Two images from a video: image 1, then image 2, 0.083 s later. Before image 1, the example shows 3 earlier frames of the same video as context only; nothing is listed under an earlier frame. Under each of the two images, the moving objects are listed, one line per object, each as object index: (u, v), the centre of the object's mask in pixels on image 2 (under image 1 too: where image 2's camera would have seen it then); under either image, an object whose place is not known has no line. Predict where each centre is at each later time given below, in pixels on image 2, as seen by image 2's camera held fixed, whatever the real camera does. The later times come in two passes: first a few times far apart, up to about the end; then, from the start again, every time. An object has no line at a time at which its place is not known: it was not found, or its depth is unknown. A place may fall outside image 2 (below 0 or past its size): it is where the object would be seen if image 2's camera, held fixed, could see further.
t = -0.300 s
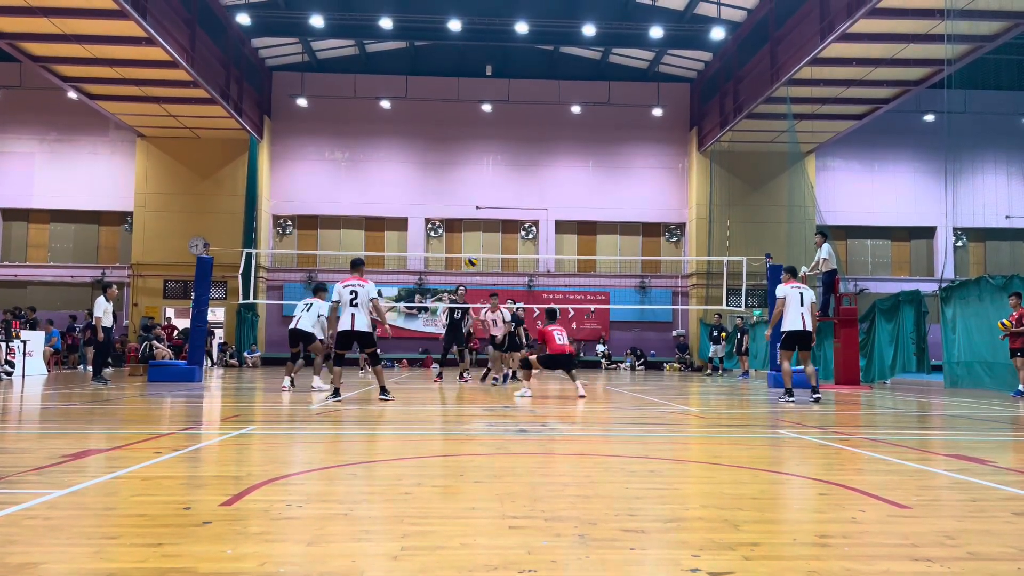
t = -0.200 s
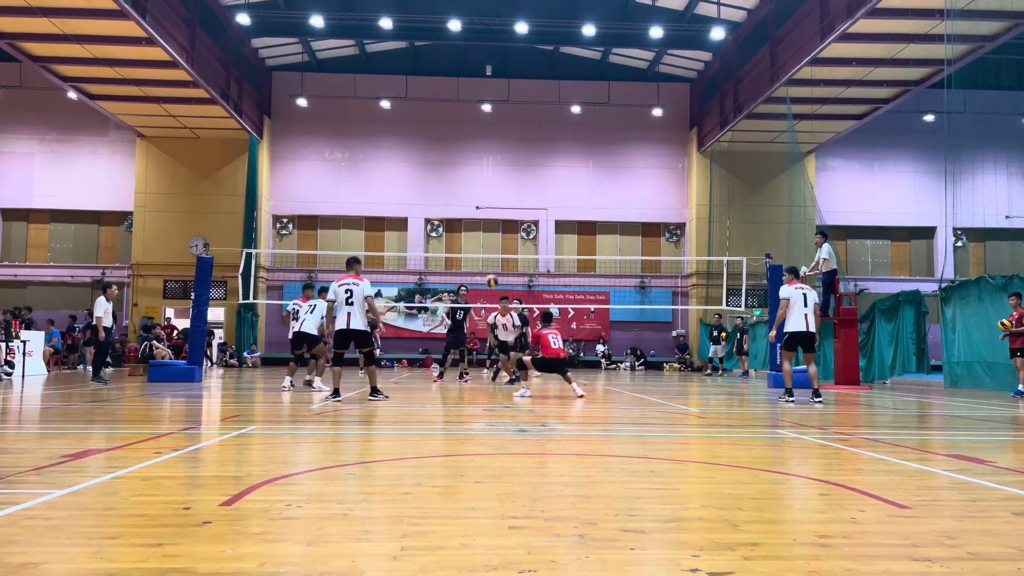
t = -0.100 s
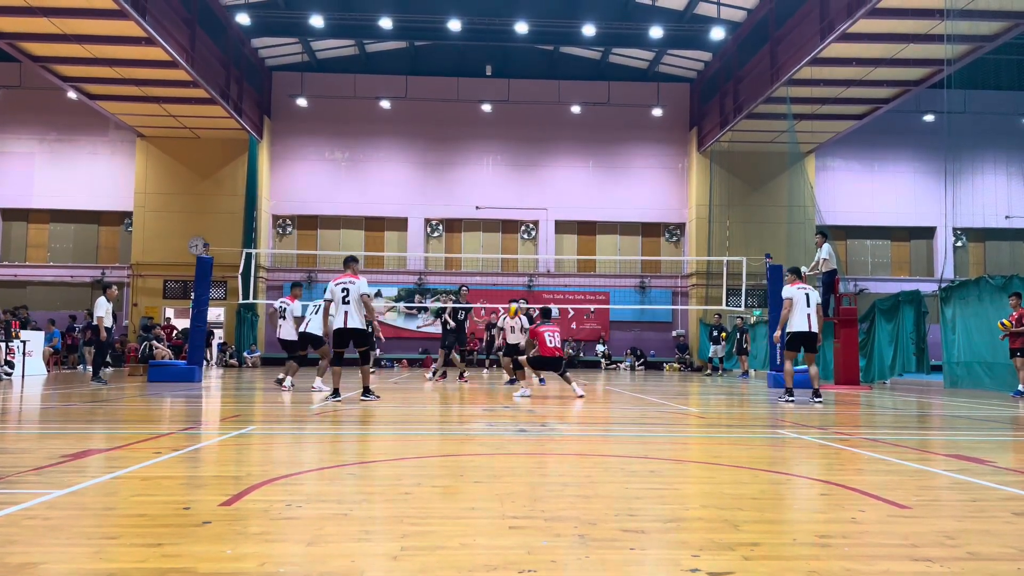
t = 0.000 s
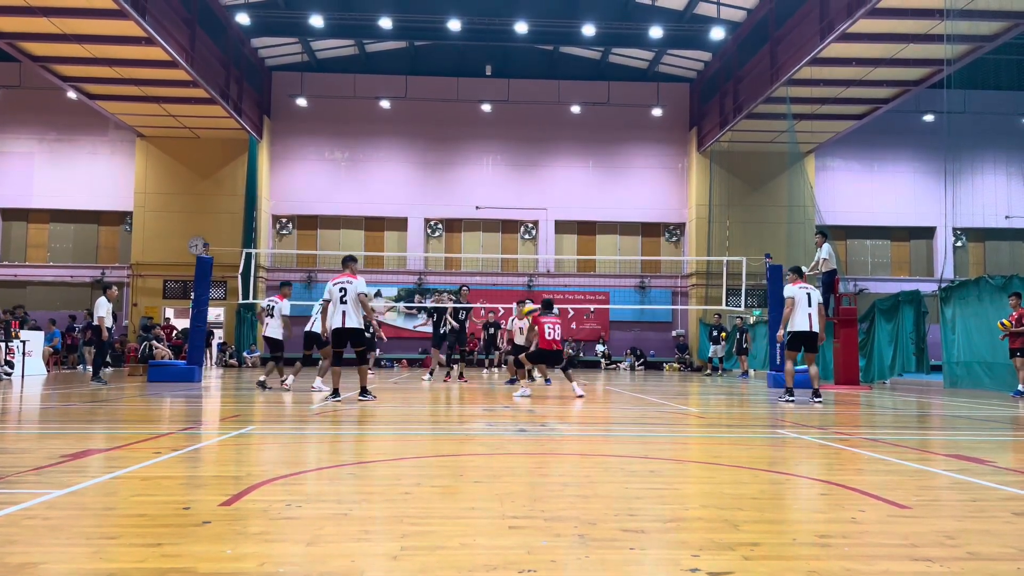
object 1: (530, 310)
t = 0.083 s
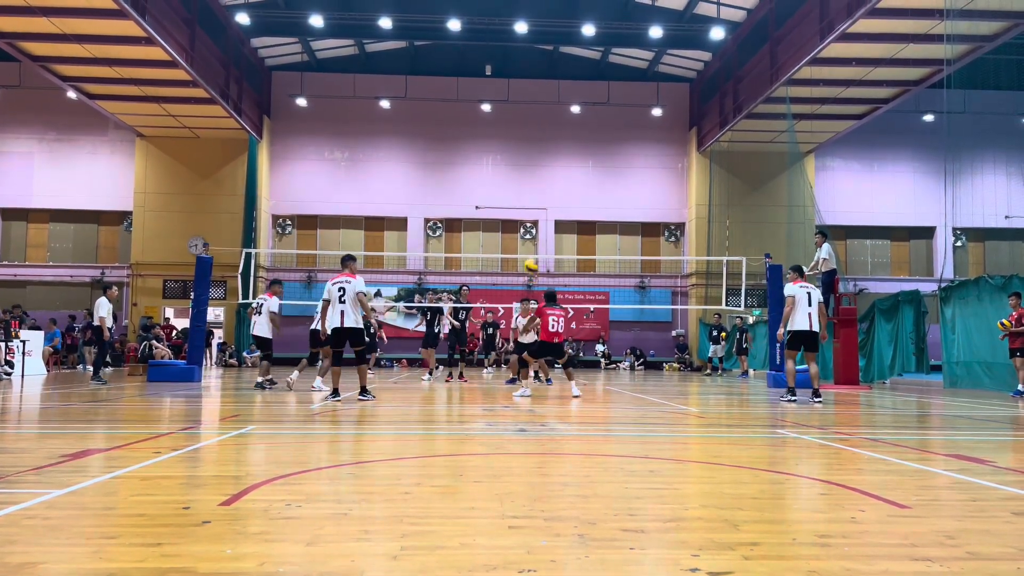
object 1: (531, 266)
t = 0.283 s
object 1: (534, 188)
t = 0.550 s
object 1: (536, 132)
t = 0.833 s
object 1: (537, 123)
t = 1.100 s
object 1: (537, 156)
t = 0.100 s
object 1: (531, 258)
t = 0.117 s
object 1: (532, 250)
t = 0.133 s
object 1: (532, 244)
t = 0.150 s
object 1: (532, 237)
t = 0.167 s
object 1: (532, 229)
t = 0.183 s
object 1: (532, 224)
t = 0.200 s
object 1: (532, 216)
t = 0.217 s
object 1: (533, 211)
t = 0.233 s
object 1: (533, 204)
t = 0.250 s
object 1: (534, 199)
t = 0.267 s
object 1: (534, 193)
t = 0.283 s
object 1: (534, 188)
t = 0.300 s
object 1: (534, 182)
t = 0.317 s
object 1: (534, 177)
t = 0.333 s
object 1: (535, 173)
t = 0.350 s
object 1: (535, 168)
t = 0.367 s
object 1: (535, 164)
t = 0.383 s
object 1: (536, 160)
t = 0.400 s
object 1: (535, 157)
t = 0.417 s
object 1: (536, 153)
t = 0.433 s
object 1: (536, 150)
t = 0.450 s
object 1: (536, 147)
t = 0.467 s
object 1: (536, 144)
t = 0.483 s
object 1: (536, 141)
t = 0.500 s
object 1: (536, 138)
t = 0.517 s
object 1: (536, 136)
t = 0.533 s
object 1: (536, 134)
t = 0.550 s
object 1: (536, 132)
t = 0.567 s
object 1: (536, 130)
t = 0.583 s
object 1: (536, 128)
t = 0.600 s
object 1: (537, 126)
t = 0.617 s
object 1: (537, 125)
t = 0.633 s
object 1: (537, 124)
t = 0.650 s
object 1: (537, 123)
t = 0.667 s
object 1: (537, 123)
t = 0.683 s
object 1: (537, 122)
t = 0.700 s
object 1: (537, 121)
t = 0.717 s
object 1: (537, 121)
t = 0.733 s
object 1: (537, 121)
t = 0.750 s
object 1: (537, 121)
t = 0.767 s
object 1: (537, 121)
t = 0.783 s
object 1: (537, 121)
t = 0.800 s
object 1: (537, 122)
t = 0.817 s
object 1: (537, 122)
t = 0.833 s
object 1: (537, 123)
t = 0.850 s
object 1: (537, 124)
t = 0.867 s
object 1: (537, 125)
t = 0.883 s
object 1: (538, 126)
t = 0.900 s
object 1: (537, 128)
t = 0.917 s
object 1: (537, 130)
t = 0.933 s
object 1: (537, 131)
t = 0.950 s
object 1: (537, 133)
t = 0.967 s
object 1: (537, 135)
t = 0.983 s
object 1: (537, 137)
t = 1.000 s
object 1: (537, 140)
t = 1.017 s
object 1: (537, 142)
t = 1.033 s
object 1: (537, 144)
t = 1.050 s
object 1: (537, 147)
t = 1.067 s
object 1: (537, 150)
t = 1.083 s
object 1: (537, 153)
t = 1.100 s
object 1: (537, 156)
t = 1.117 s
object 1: (537, 159)
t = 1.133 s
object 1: (537, 162)
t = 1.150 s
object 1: (537, 166)
